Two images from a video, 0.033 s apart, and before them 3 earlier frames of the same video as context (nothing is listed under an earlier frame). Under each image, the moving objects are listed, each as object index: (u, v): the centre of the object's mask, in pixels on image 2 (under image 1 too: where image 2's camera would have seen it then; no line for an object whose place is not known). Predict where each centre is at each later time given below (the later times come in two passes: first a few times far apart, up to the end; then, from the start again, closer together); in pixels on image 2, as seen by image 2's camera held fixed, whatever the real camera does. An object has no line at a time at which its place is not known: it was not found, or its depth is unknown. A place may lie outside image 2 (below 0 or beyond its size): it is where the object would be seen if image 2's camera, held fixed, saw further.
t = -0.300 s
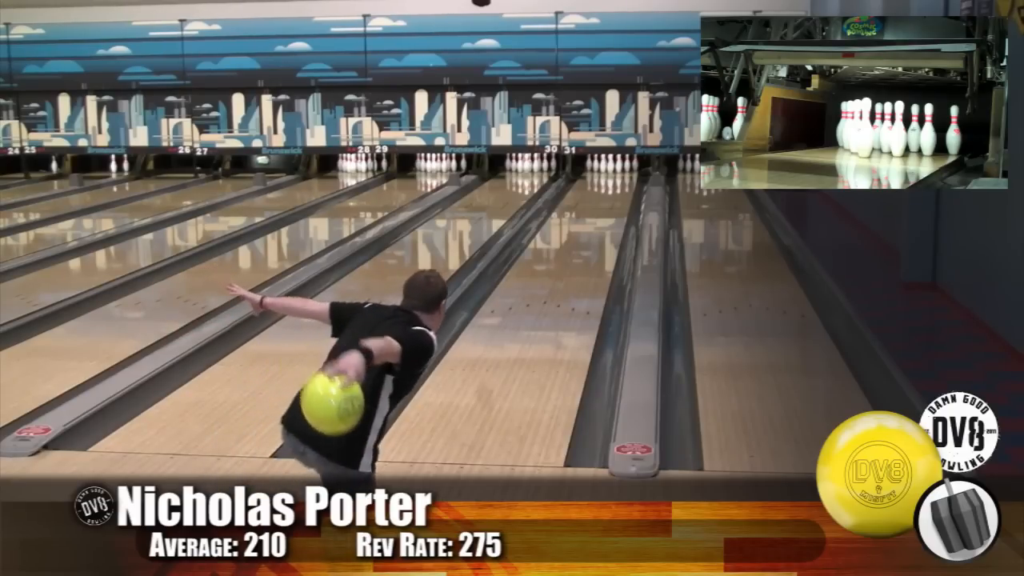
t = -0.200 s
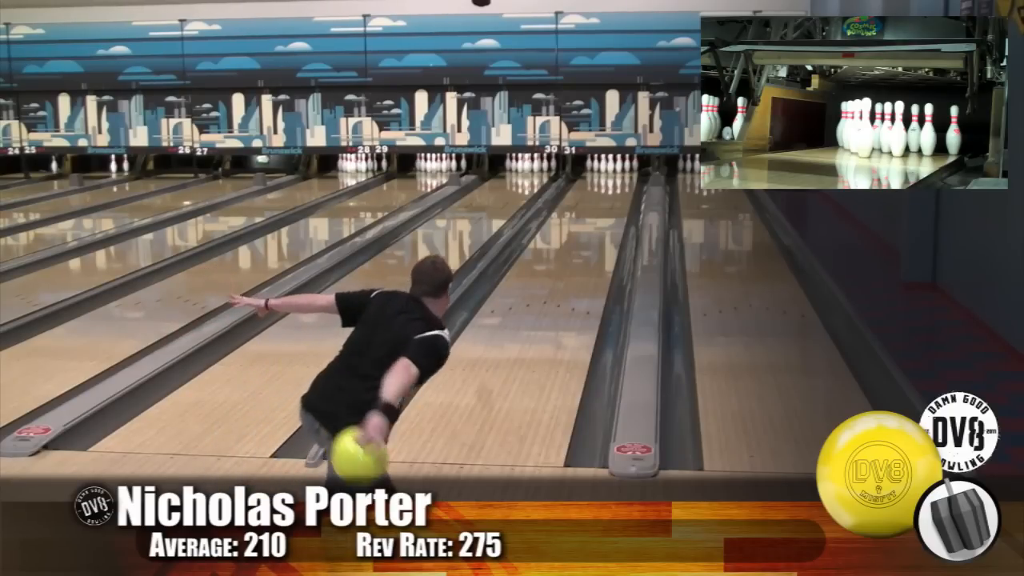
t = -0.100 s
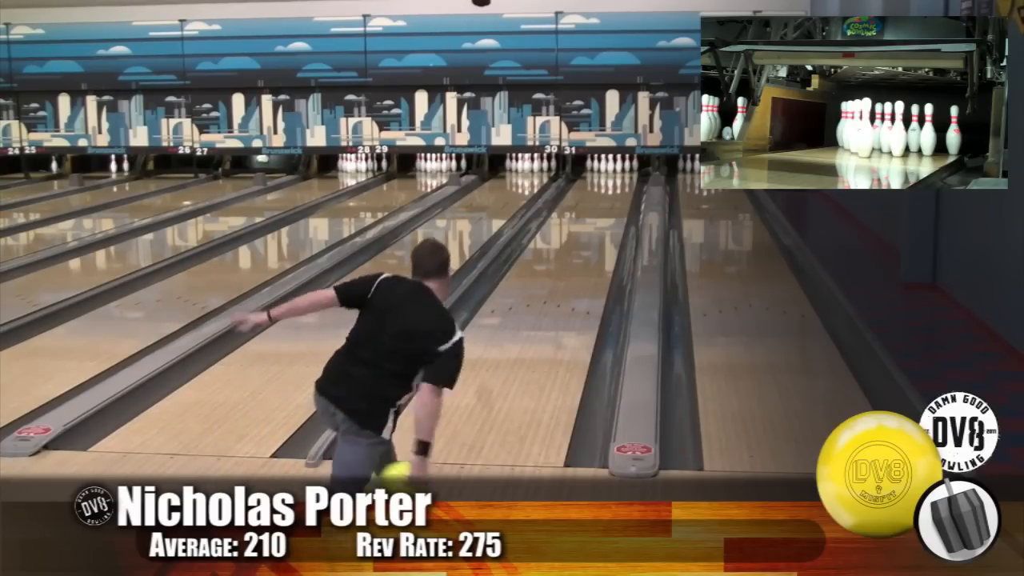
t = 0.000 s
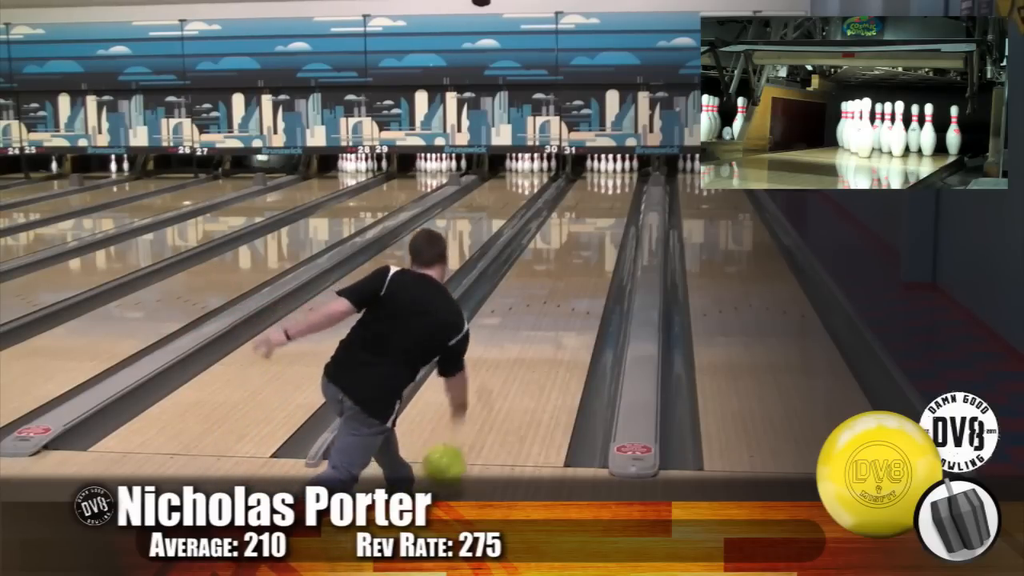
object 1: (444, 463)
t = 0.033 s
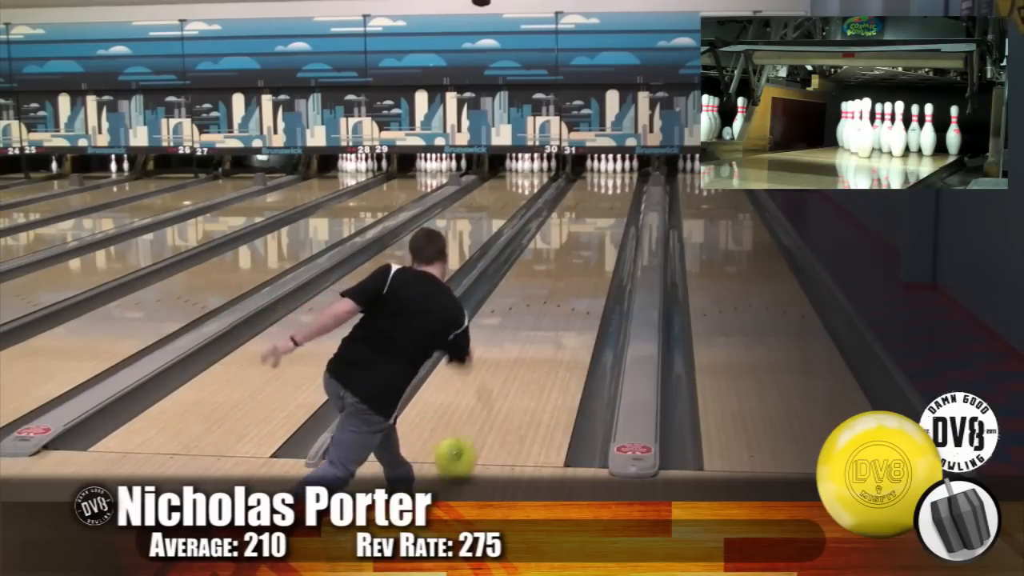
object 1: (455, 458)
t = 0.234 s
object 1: (505, 387)
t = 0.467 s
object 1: (543, 329)
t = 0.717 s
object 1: (572, 286)
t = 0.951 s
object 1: (590, 258)
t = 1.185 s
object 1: (603, 236)
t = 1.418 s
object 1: (611, 219)
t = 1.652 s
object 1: (618, 205)
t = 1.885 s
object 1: (621, 194)
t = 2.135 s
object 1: (620, 184)
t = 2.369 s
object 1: (617, 177)
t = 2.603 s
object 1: (613, 172)
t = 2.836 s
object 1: (611, 166)
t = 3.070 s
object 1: (608, 164)
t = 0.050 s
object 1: (461, 454)
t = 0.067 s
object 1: (466, 446)
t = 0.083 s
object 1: (470, 437)
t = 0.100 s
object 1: (474, 430)
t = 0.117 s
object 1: (479, 424)
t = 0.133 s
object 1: (483, 418)
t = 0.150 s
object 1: (487, 413)
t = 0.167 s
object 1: (491, 408)
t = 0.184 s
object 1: (494, 402)
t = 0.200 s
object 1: (498, 397)
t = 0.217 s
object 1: (501, 392)
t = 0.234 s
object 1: (505, 387)
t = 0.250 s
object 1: (508, 382)
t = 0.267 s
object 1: (512, 377)
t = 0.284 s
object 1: (515, 373)
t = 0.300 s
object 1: (518, 368)
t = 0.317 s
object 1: (521, 363)
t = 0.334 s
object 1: (524, 359)
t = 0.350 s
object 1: (526, 355)
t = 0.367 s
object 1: (529, 351)
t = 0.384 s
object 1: (532, 348)
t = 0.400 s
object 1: (534, 344)
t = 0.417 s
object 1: (536, 340)
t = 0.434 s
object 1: (539, 336)
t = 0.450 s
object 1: (541, 332)
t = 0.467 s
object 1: (543, 329)
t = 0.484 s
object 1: (546, 325)
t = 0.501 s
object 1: (549, 322)
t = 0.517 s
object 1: (550, 319)
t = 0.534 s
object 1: (553, 316)
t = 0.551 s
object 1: (555, 313)
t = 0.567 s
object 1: (556, 310)
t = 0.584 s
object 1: (558, 307)
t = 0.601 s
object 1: (561, 304)
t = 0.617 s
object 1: (562, 302)
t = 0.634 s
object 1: (564, 299)
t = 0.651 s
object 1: (565, 296)
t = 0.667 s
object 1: (567, 294)
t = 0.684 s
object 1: (568, 291)
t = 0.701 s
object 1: (570, 289)
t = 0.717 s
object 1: (572, 286)
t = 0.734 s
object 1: (573, 284)
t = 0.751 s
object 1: (574, 282)
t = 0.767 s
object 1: (576, 279)
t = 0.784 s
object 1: (578, 277)
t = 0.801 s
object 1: (579, 275)
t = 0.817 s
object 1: (580, 273)
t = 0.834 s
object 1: (581, 271)
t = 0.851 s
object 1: (583, 269)
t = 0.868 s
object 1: (584, 267)
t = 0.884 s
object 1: (585, 265)
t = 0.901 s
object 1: (587, 263)
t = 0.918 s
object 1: (587, 262)
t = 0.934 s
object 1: (589, 260)
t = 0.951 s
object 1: (590, 258)
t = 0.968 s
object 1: (591, 256)
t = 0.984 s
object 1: (592, 254)
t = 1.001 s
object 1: (593, 253)
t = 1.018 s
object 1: (594, 251)
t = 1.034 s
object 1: (594, 250)
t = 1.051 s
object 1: (596, 248)
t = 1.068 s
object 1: (597, 246)
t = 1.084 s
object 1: (598, 244)
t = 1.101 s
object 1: (598, 243)
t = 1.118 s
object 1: (599, 242)
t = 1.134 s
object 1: (601, 240)
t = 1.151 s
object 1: (601, 239)
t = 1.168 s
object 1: (602, 238)
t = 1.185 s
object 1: (603, 236)
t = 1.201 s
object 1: (603, 235)
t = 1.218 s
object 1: (604, 234)
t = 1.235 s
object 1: (605, 232)
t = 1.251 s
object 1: (605, 232)
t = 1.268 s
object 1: (606, 230)
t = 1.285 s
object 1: (606, 228)
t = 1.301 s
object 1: (607, 227)
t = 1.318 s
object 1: (608, 225)
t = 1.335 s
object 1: (608, 225)
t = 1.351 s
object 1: (610, 223)
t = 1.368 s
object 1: (610, 222)
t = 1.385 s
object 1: (611, 222)
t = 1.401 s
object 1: (611, 220)
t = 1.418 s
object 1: (611, 219)
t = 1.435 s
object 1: (613, 217)
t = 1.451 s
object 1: (613, 216)
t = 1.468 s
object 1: (613, 215)
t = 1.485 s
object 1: (614, 214)
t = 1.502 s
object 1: (615, 213)
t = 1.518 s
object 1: (615, 212)
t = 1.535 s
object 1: (615, 211)
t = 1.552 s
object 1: (616, 210)
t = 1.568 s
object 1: (616, 209)
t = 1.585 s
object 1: (617, 208)
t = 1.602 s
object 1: (617, 207)
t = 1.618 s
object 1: (617, 206)
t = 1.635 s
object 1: (618, 205)
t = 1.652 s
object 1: (618, 205)
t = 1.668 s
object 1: (619, 204)
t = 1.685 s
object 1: (619, 203)
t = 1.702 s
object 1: (619, 202)
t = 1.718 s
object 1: (619, 201)
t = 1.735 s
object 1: (619, 201)
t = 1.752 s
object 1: (619, 200)
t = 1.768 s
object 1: (620, 199)
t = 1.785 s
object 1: (620, 199)
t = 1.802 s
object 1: (620, 198)
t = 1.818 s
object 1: (620, 197)
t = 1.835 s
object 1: (620, 196)
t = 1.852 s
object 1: (620, 195)
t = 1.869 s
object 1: (620, 195)
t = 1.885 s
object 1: (621, 194)
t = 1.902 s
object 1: (621, 193)
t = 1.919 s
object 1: (621, 193)
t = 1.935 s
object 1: (621, 192)
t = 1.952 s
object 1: (621, 191)
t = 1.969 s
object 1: (621, 190)
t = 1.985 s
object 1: (621, 190)
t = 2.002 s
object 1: (621, 189)
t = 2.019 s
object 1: (621, 189)
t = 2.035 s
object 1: (621, 188)
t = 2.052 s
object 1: (621, 187)
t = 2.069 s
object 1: (621, 187)
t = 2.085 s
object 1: (621, 186)
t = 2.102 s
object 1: (621, 185)
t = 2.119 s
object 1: (620, 185)
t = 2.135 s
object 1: (620, 184)
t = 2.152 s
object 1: (620, 184)
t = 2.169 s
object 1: (620, 183)
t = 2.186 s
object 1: (620, 182)
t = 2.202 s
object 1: (619, 182)
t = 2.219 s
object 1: (619, 182)
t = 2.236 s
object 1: (620, 181)
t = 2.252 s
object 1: (619, 181)
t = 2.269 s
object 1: (619, 180)
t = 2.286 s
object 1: (618, 180)
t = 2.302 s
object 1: (618, 179)
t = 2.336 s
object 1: (618, 178)
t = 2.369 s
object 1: (617, 177)
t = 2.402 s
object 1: (617, 177)
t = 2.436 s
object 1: (616, 176)
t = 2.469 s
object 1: (616, 176)
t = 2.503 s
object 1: (614, 174)
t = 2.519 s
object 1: (615, 174)
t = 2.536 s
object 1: (614, 173)
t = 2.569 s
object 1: (614, 172)
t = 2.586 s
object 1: (614, 172)
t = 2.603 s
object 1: (613, 172)
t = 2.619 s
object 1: (613, 171)
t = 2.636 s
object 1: (613, 171)
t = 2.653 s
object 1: (613, 171)
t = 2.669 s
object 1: (612, 170)
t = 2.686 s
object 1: (612, 170)
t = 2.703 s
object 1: (612, 169)
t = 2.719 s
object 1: (612, 169)
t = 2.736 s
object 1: (613, 169)
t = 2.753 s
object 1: (612, 167)
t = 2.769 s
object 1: (613, 167)
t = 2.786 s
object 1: (612, 167)
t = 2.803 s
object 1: (612, 167)
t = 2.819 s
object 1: (611, 167)
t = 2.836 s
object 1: (611, 166)
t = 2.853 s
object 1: (611, 166)
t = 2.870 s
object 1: (612, 166)
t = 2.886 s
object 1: (612, 166)
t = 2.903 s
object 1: (612, 165)
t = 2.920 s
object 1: (611, 166)
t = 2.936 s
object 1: (610, 165)
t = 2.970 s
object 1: (610, 165)
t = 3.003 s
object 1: (609, 165)
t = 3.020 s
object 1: (609, 165)
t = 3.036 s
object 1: (609, 164)
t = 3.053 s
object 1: (609, 164)
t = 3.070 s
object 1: (608, 164)
